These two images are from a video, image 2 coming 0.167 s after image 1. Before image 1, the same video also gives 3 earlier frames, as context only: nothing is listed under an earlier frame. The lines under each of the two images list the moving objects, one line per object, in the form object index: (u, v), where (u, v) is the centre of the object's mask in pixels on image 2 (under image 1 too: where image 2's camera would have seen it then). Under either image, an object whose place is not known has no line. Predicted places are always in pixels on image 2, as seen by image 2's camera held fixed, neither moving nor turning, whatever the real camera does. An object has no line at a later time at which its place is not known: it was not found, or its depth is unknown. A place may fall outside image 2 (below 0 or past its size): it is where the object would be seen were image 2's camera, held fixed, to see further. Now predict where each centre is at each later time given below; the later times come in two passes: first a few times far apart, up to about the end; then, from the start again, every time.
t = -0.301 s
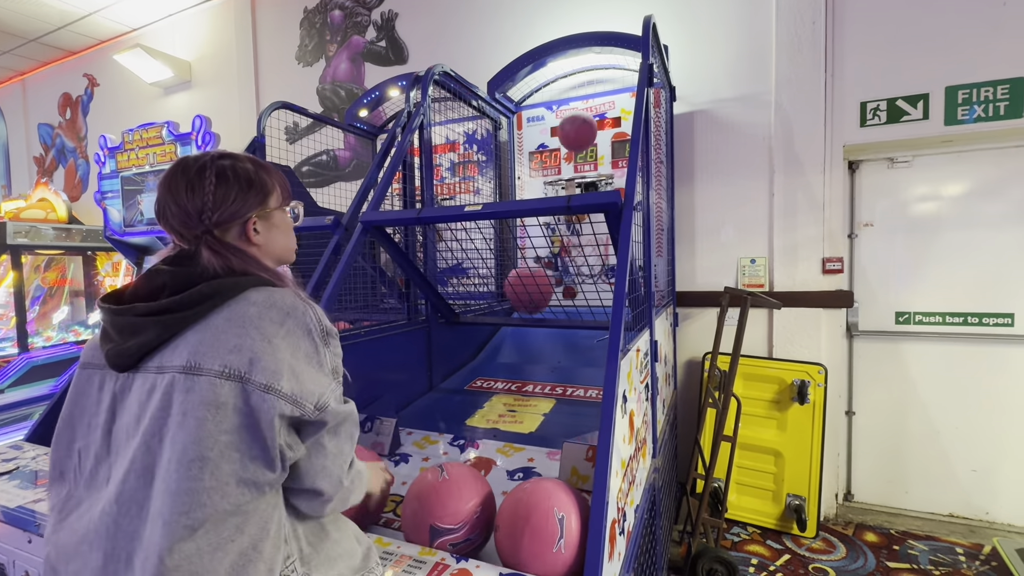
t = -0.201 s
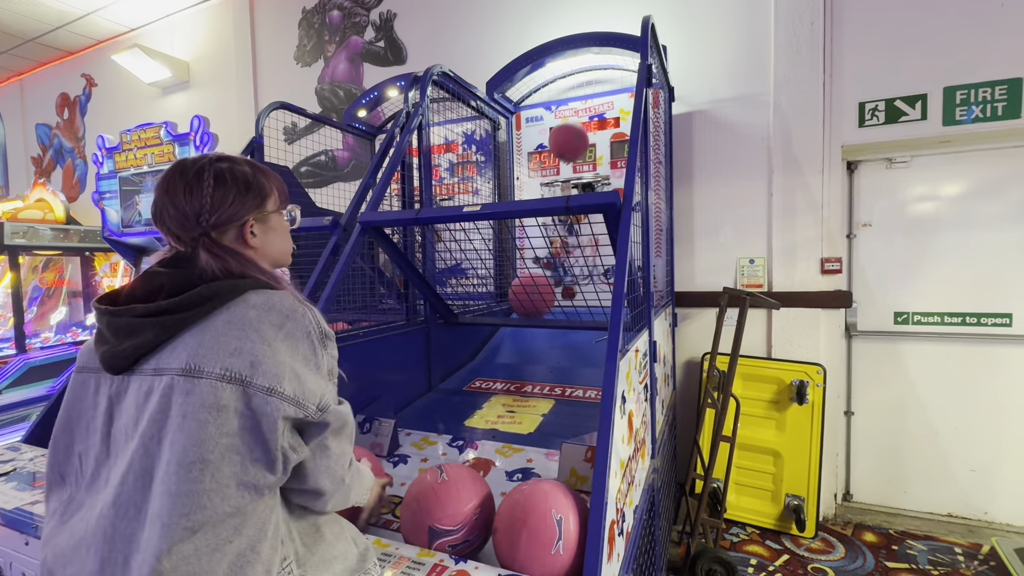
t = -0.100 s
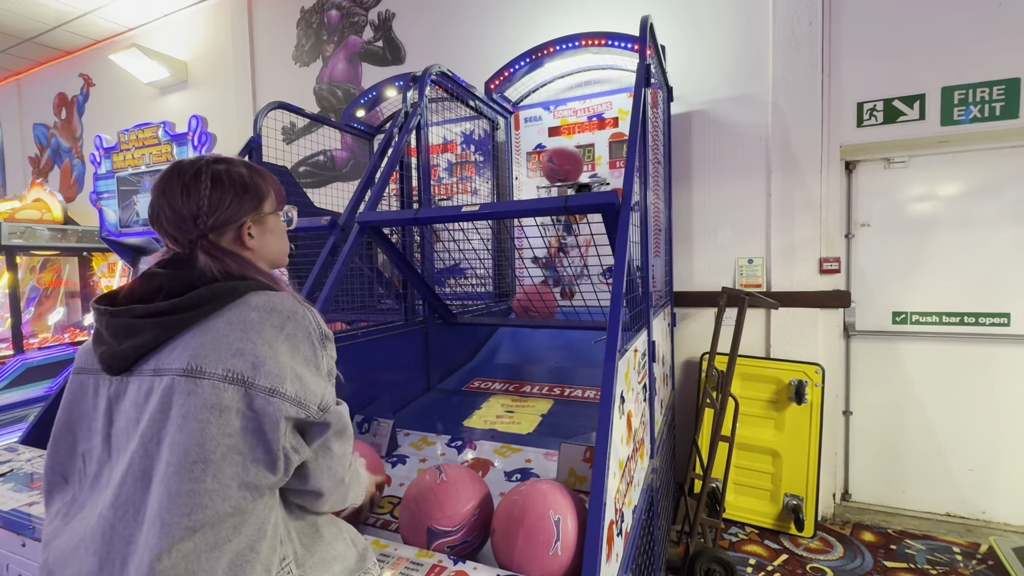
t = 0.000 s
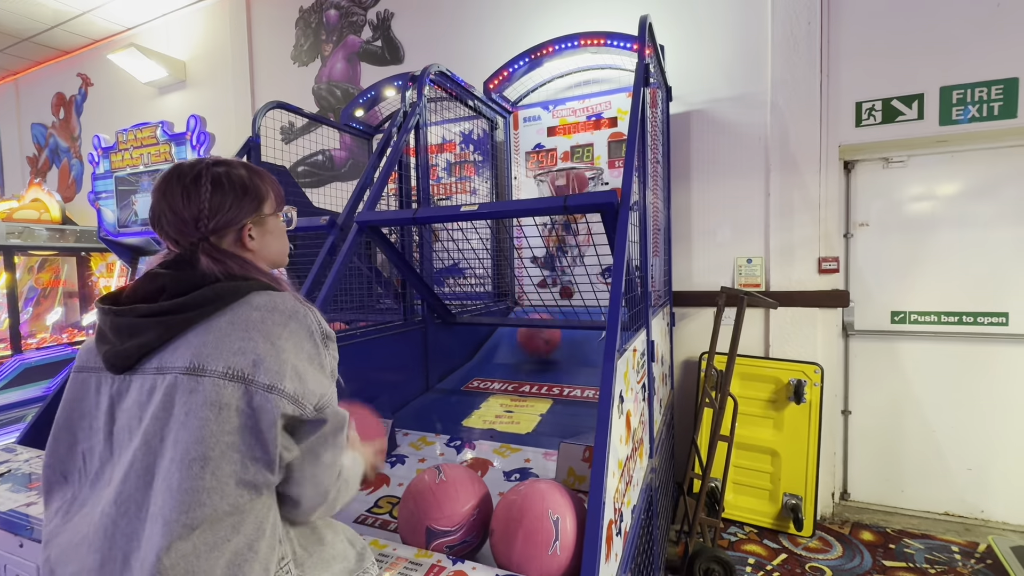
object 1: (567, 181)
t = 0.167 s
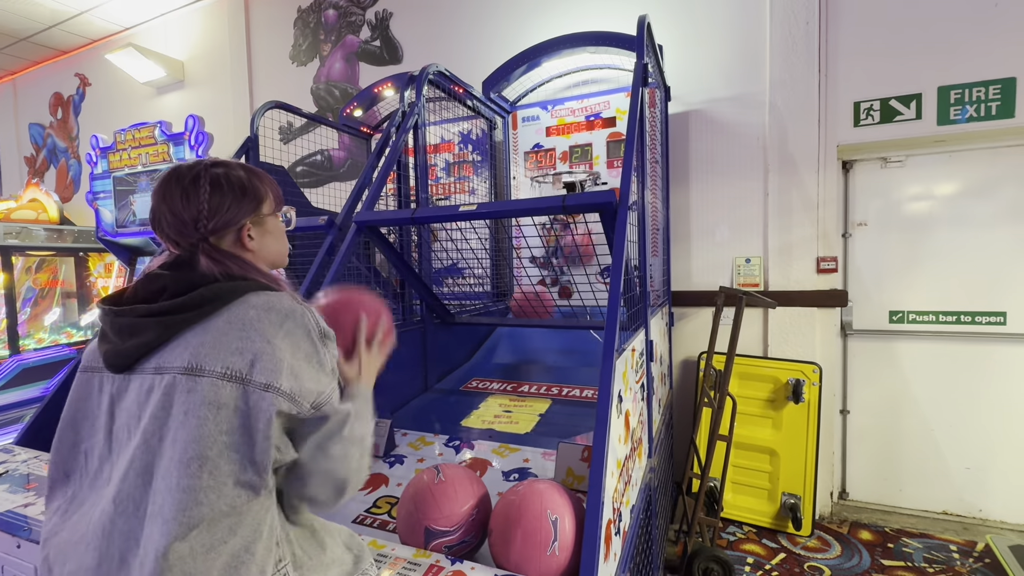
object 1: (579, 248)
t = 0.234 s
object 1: (576, 277)
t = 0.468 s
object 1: (553, 300)
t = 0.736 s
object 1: (570, 280)
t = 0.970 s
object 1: (594, 330)
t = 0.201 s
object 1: (580, 264)
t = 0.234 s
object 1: (576, 277)
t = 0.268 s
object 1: (576, 291)
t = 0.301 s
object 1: (575, 302)
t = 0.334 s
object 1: (572, 301)
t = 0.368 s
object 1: (567, 297)
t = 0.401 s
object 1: (562, 296)
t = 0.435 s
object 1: (558, 297)
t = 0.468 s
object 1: (553, 300)
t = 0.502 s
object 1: (551, 300)
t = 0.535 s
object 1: (551, 300)
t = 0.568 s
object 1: (552, 300)
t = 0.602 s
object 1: (553, 300)
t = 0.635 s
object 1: (558, 293)
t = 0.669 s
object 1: (562, 287)
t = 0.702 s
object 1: (566, 282)
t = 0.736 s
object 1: (570, 280)
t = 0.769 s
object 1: (574, 280)
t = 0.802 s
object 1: (580, 283)
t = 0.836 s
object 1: (584, 288)
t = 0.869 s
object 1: (587, 295)
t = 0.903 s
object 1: (590, 301)
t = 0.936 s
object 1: (593, 311)
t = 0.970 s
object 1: (594, 330)
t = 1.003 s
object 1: (594, 347)
